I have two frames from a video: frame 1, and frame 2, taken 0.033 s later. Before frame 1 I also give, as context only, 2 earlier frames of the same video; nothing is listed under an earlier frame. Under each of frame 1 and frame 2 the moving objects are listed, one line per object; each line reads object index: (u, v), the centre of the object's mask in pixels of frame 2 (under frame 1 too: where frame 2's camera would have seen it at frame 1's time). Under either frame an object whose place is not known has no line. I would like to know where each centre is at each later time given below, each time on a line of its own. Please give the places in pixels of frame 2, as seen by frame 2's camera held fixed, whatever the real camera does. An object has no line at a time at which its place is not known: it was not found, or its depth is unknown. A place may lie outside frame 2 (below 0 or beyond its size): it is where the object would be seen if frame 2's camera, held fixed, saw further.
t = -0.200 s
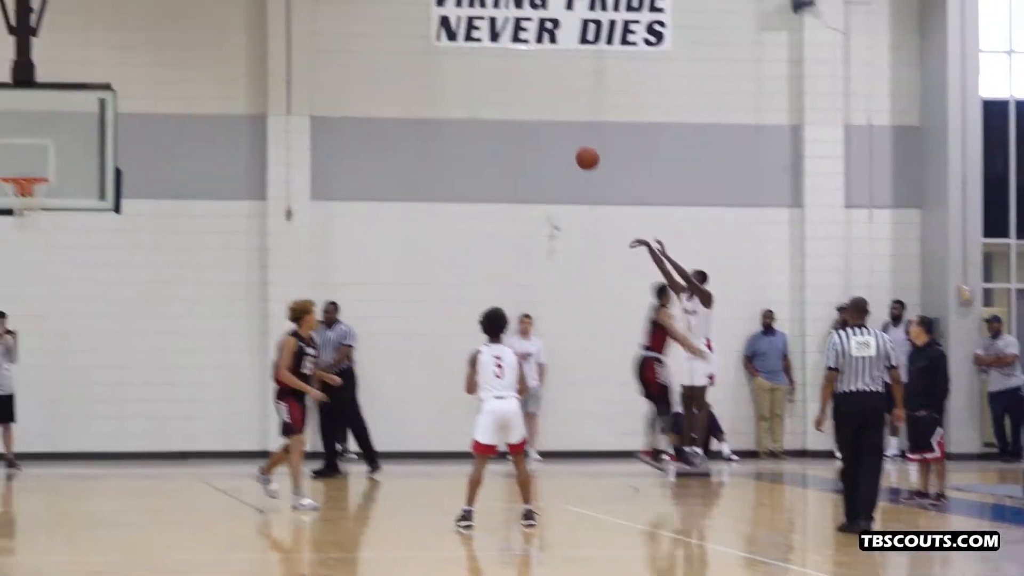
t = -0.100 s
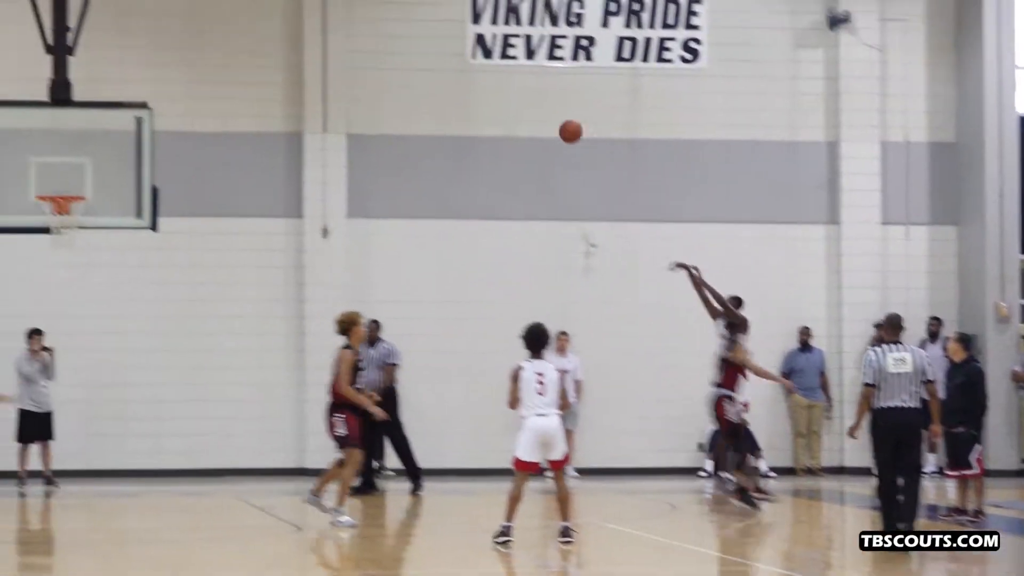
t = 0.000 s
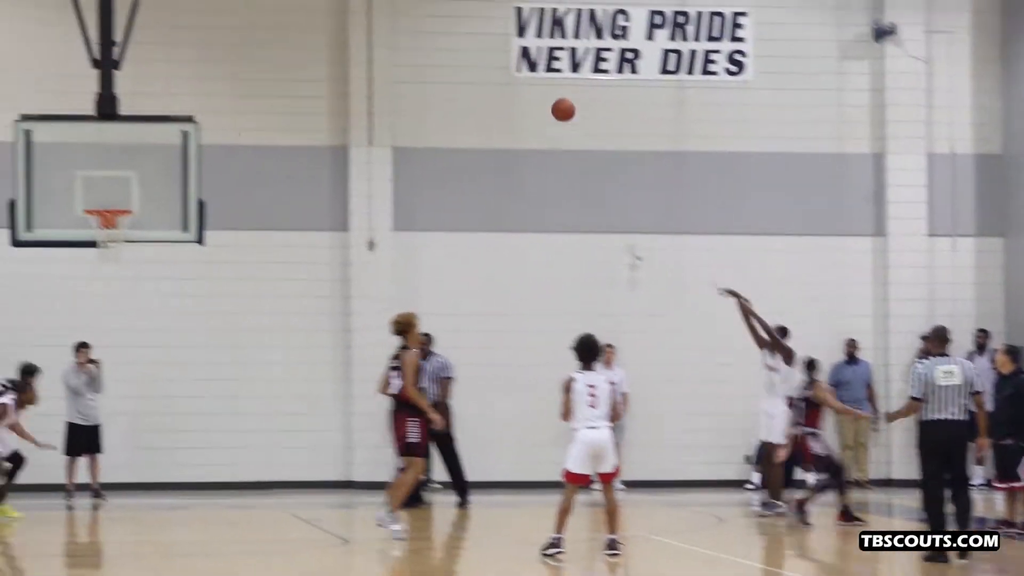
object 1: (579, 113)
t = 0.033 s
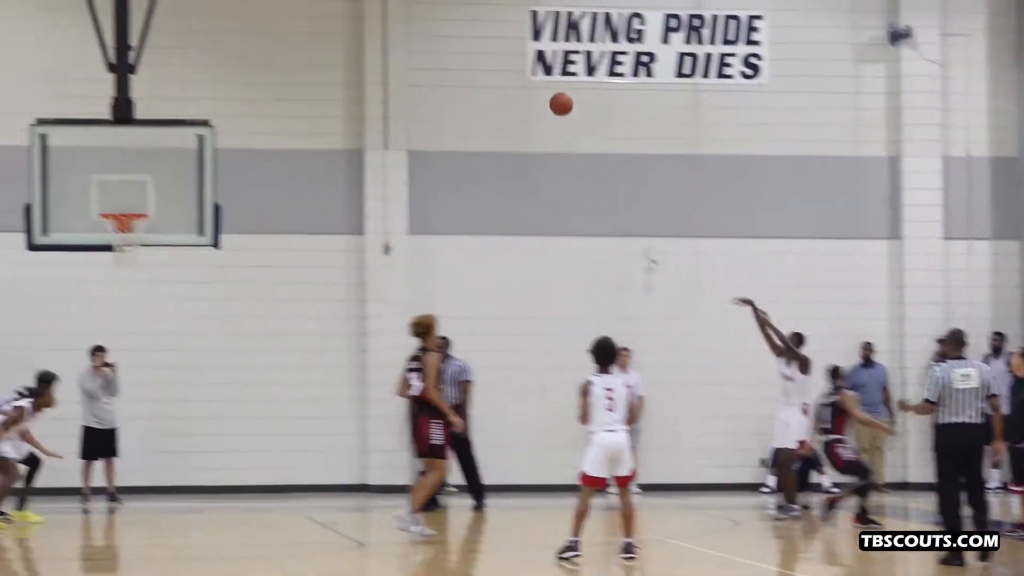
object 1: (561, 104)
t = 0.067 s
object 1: (542, 96)
